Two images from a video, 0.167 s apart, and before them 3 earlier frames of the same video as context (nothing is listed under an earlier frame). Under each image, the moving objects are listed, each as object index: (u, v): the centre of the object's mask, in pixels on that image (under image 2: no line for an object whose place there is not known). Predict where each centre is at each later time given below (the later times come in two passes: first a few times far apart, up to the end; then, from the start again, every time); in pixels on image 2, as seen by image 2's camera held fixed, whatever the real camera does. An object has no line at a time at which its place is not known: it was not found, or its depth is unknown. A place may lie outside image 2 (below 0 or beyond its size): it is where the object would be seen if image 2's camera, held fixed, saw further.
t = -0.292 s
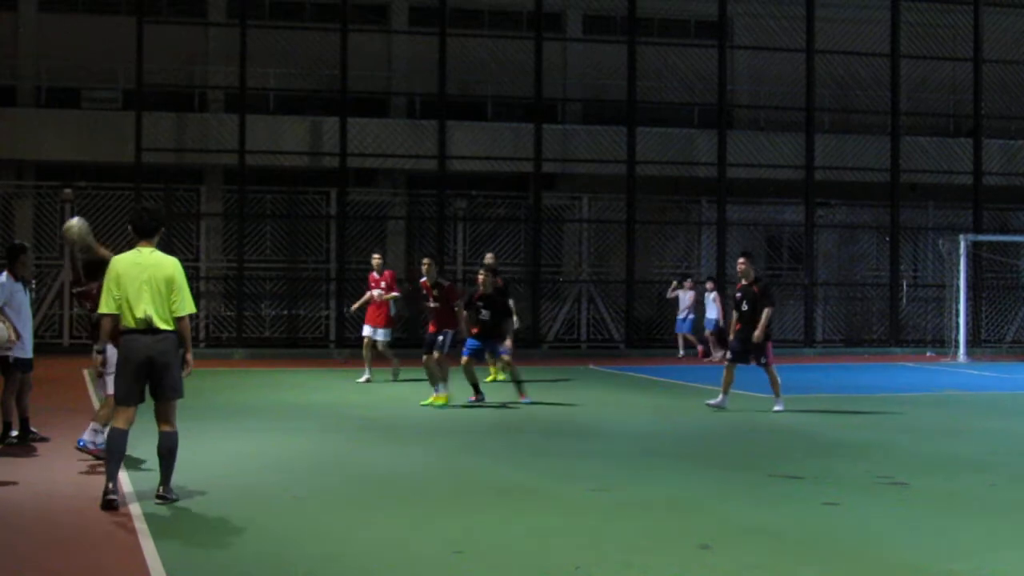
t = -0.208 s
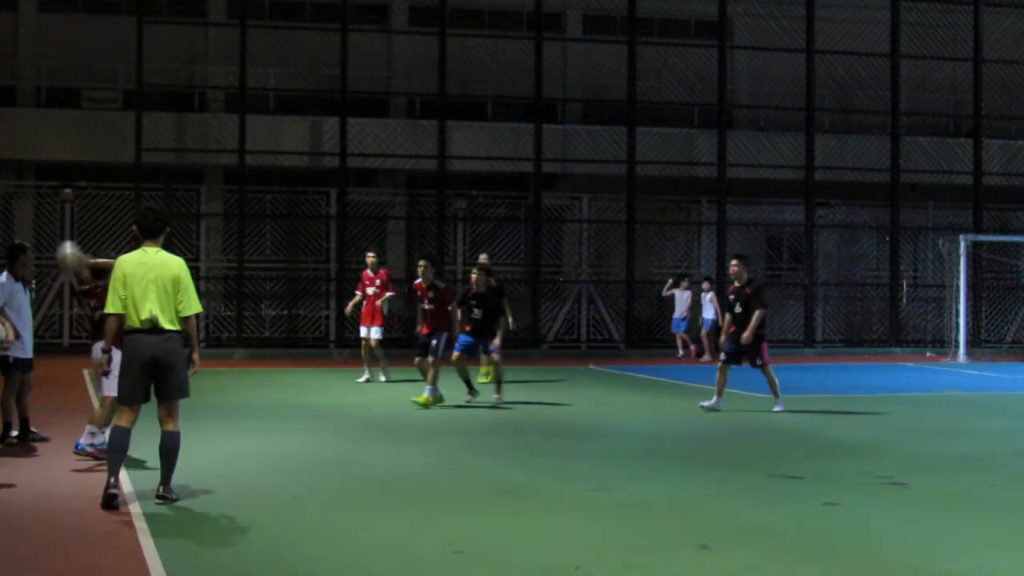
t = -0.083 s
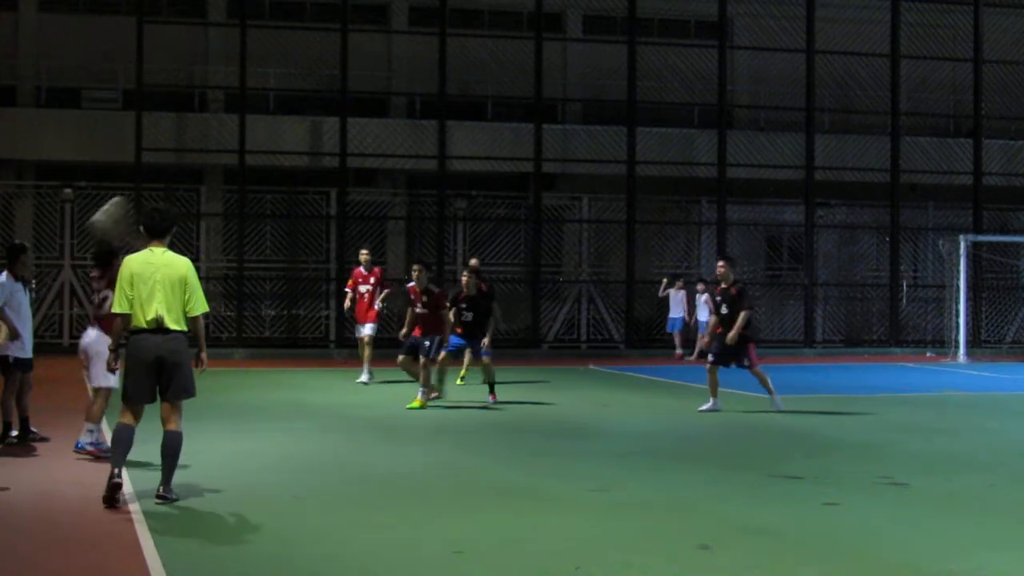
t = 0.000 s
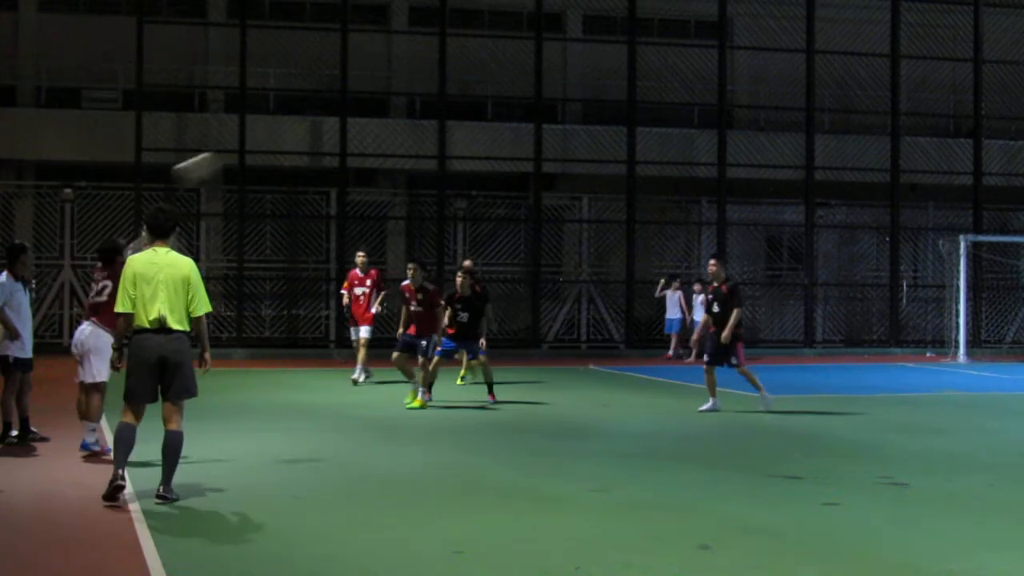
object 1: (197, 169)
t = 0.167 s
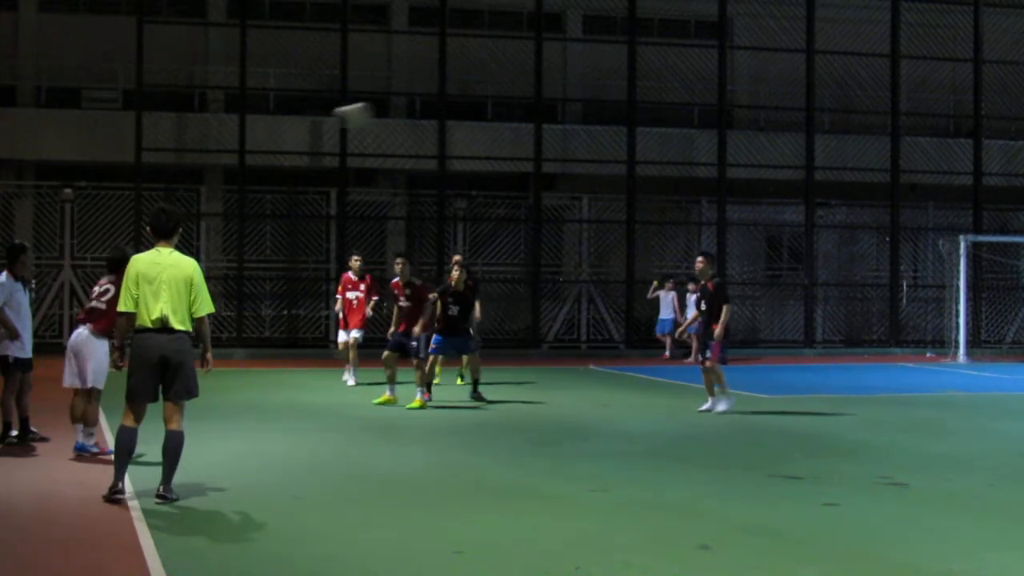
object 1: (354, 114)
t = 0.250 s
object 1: (421, 104)
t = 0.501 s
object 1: (580, 112)
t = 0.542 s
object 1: (598, 117)
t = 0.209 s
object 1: (388, 107)
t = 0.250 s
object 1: (421, 104)
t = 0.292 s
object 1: (452, 100)
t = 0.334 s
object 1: (481, 99)
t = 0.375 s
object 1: (508, 100)
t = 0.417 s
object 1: (532, 103)
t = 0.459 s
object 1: (559, 107)
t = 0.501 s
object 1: (580, 112)
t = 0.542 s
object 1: (598, 117)
